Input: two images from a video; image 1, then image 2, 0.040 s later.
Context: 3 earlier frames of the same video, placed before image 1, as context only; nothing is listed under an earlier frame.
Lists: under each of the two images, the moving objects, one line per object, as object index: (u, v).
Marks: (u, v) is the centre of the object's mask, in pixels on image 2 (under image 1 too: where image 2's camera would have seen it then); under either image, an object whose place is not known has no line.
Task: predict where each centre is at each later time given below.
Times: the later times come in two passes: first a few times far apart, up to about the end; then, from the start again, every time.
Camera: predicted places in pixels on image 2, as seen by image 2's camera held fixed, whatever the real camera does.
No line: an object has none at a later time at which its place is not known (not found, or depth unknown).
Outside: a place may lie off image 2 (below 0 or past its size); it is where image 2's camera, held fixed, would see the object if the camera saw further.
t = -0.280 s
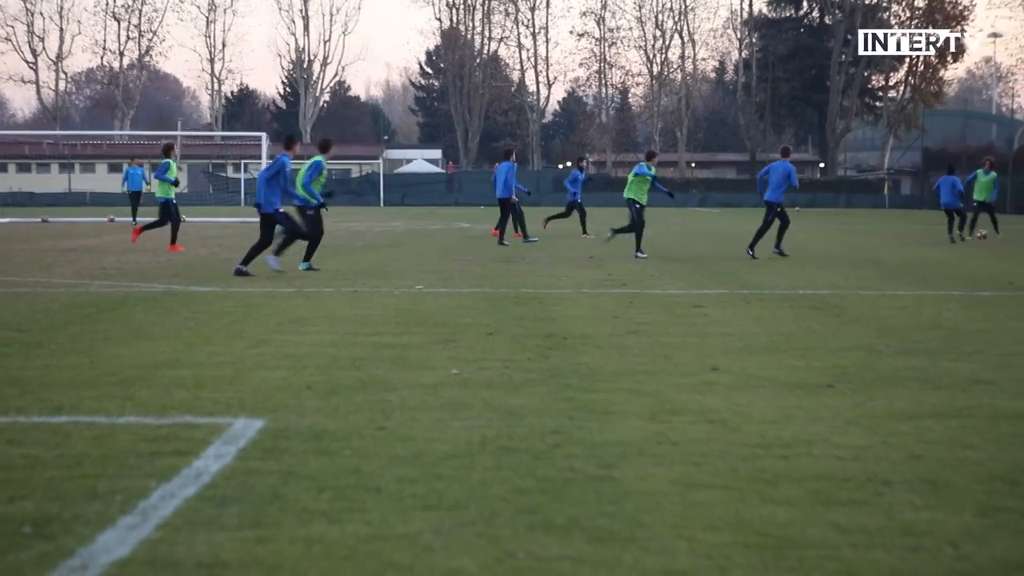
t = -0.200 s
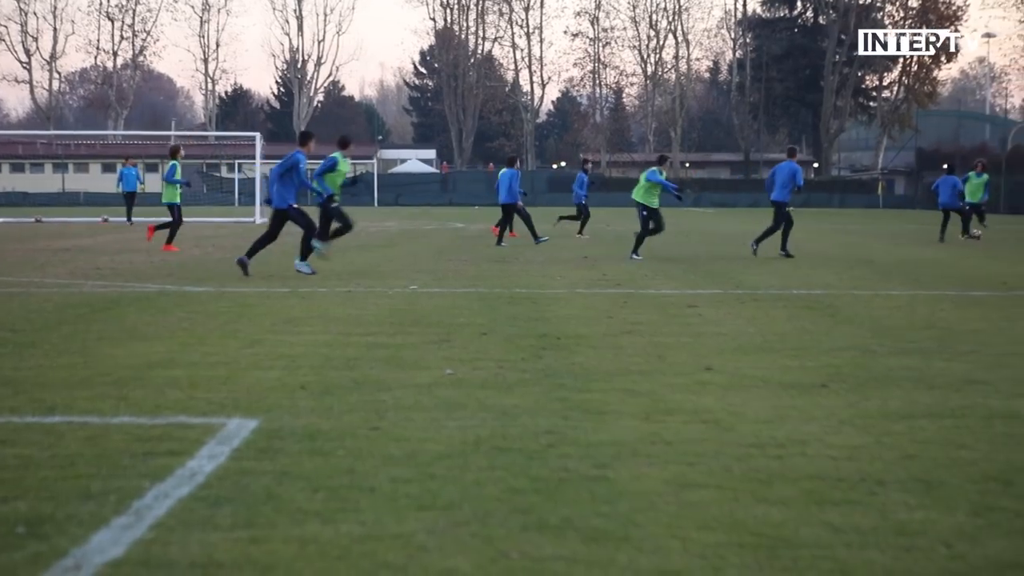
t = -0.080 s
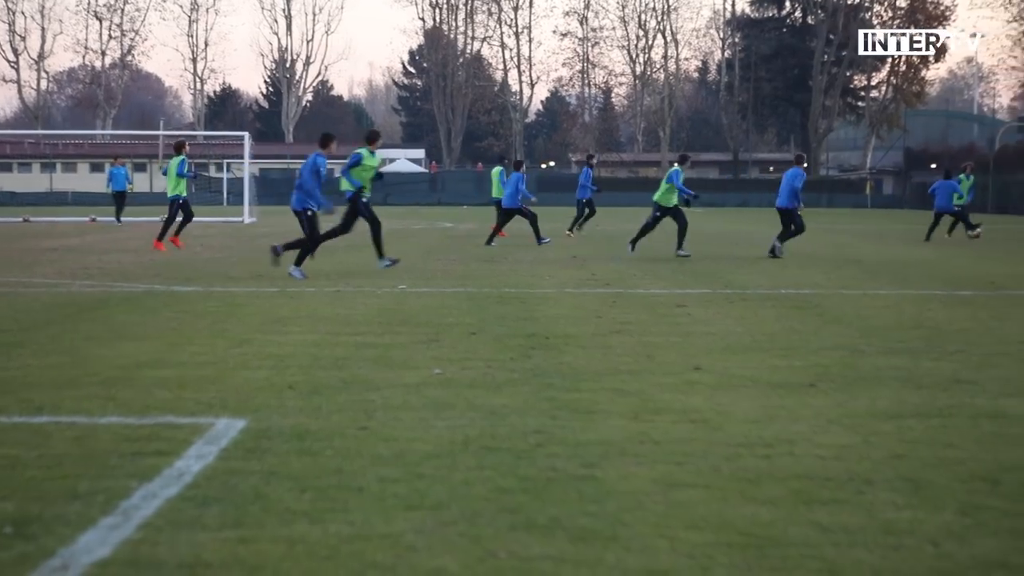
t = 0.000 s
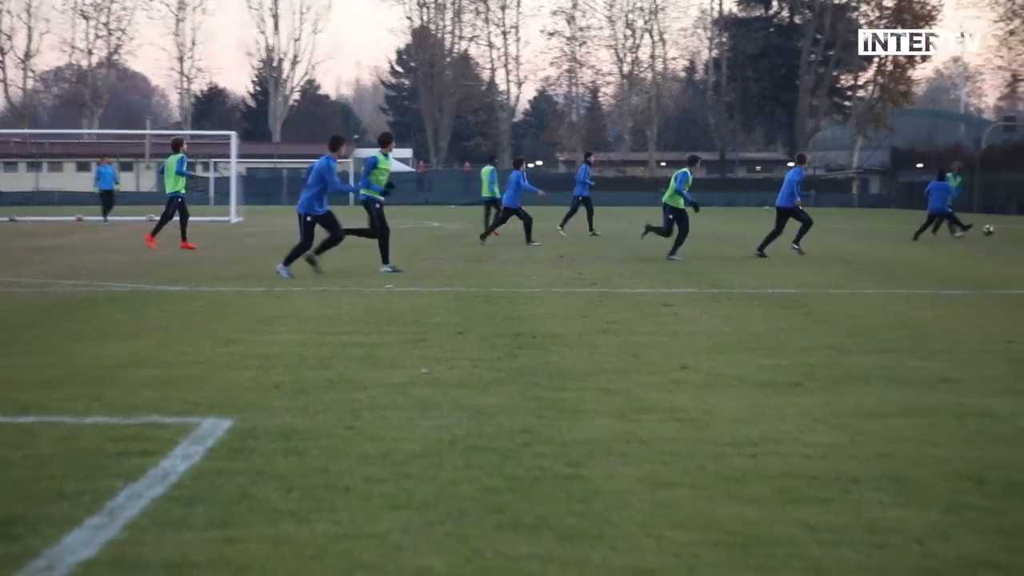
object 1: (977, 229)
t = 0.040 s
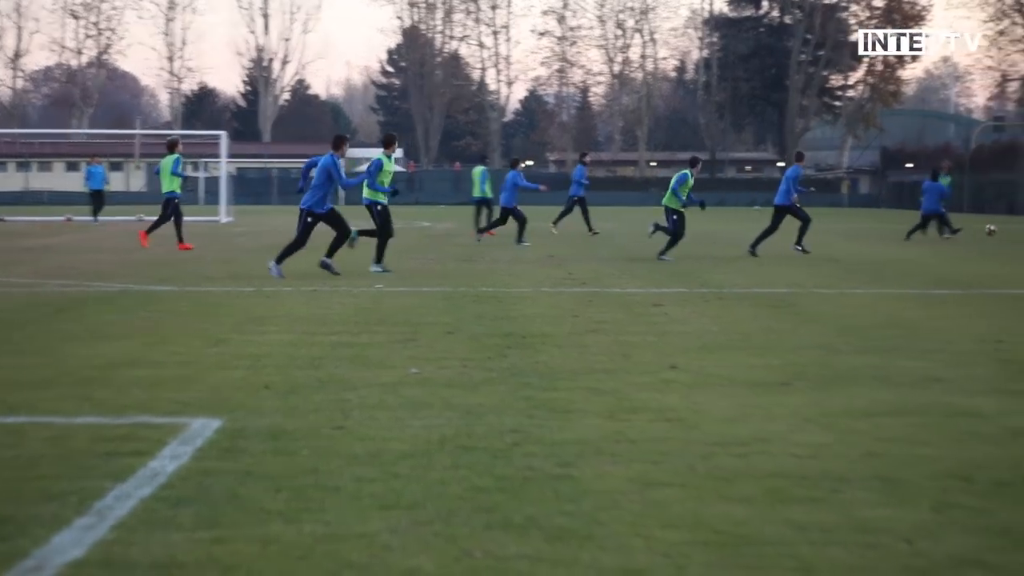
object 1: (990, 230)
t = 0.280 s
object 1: (1076, 240)
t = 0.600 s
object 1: (1193, 241)
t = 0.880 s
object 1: (1295, 247)
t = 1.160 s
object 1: (1389, 244)
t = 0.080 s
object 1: (1004, 230)
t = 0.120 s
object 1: (1018, 231)
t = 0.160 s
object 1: (1032, 232)
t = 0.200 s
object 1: (1047, 235)
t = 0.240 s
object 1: (1062, 239)
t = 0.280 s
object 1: (1076, 240)
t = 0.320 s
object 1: (1091, 238)
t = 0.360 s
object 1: (1105, 236)
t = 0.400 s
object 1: (1119, 235)
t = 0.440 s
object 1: (1134, 237)
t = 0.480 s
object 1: (1150, 239)
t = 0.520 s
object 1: (1165, 242)
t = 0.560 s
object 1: (1181, 244)
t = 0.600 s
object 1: (1193, 241)
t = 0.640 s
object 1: (1205, 238)
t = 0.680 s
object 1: (1220, 237)
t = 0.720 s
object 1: (1234, 236)
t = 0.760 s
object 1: (1247, 237)
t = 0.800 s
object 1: (1262, 239)
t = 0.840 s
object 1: (1279, 242)
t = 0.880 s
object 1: (1295, 247)
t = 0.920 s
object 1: (1310, 254)
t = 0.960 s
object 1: (1323, 251)
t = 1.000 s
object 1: (1336, 248)
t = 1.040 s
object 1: (1349, 245)
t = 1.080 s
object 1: (1362, 243)
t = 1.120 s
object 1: (1374, 243)
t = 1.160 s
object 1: (1389, 244)
